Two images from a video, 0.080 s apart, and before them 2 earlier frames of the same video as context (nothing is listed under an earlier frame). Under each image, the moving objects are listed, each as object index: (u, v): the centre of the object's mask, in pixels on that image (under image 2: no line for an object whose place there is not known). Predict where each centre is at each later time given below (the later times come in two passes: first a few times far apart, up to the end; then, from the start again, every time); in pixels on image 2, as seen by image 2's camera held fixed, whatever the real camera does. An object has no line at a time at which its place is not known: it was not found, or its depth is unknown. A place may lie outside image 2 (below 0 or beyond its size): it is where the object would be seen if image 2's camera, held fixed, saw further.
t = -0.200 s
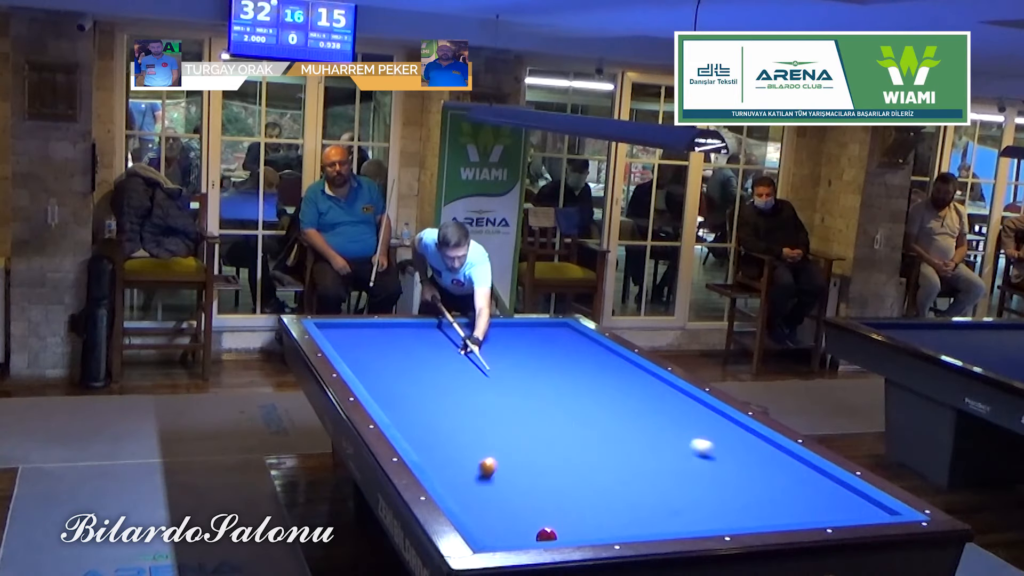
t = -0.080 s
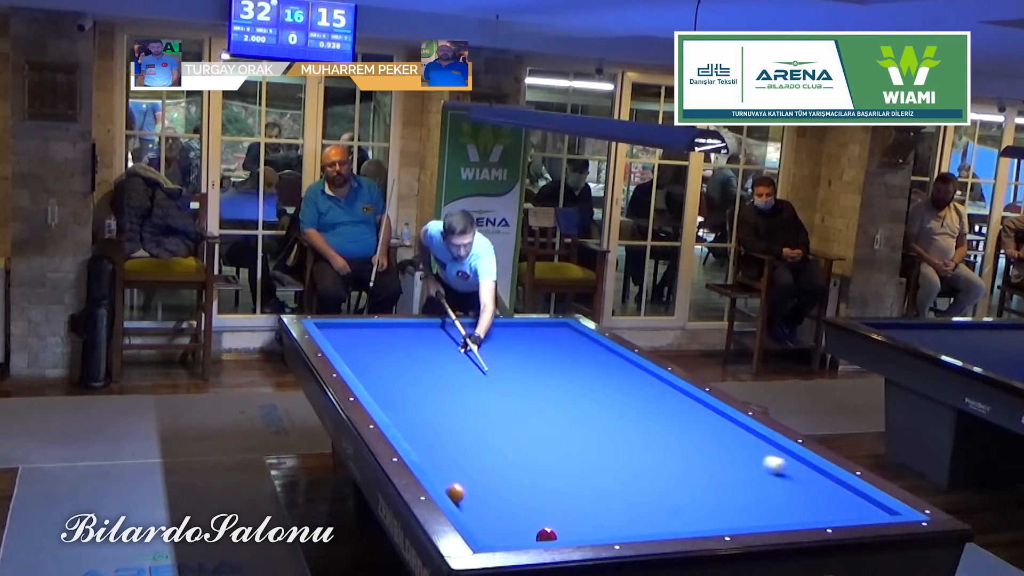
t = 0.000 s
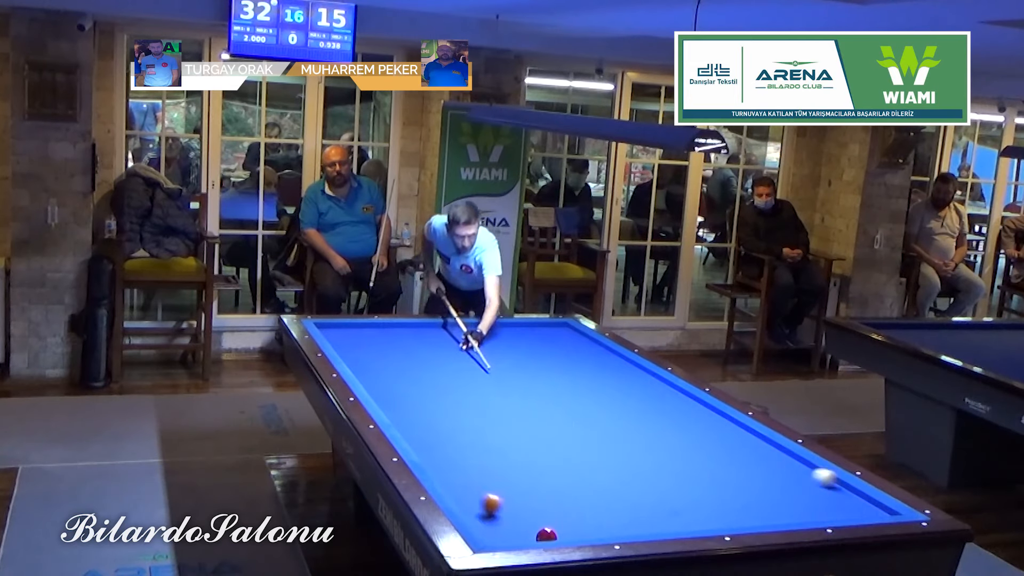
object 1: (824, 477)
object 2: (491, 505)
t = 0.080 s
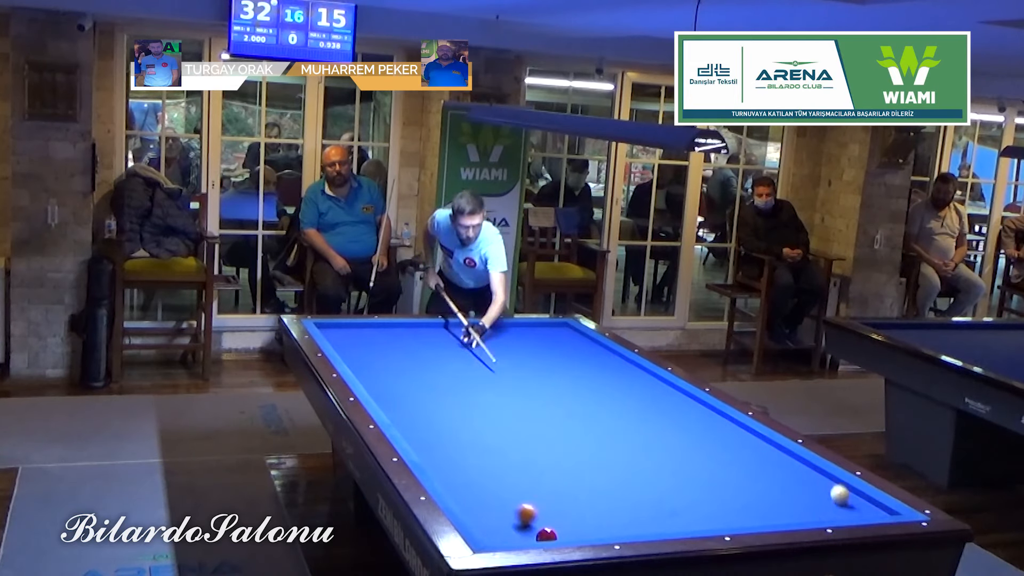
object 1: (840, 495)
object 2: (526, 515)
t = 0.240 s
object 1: (803, 504)
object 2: (590, 532)
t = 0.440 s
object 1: (696, 477)
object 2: (624, 511)
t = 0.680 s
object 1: (594, 455)
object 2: (661, 489)
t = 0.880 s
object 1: (516, 437)
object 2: (689, 472)
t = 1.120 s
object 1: (430, 419)
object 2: (719, 454)
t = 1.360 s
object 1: (401, 400)
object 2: (745, 439)
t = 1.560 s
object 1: (418, 386)
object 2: (728, 428)
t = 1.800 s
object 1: (435, 370)
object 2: (682, 417)
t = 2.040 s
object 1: (451, 356)
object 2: (638, 406)
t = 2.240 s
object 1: (462, 346)
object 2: (604, 398)
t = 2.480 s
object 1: (475, 335)
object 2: (566, 389)
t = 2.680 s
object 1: (484, 326)
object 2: (535, 382)
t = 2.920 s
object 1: (512, 327)
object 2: (500, 374)
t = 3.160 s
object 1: (548, 333)
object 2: (467, 366)
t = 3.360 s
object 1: (578, 338)
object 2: (441, 359)
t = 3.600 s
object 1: (589, 344)
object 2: (412, 352)
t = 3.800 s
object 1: (584, 348)
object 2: (388, 347)
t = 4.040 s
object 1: (578, 355)
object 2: (361, 340)
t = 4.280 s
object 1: (572, 362)
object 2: (335, 334)
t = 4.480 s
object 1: (567, 367)
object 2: (328, 330)
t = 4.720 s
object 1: (560, 374)
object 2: (334, 326)
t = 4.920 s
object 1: (554, 381)
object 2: (340, 325)
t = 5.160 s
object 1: (547, 388)
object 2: (349, 327)
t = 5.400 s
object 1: (540, 396)
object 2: (357, 329)
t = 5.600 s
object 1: (534, 403)
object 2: (364, 331)
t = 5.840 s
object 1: (526, 412)
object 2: (372, 333)
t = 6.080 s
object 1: (519, 420)
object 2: (379, 335)
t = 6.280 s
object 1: (511, 428)
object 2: (385, 337)
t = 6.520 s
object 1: (503, 437)
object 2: (393, 339)
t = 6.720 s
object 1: (496, 446)
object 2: (398, 340)
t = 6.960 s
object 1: (486, 455)
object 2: (404, 342)
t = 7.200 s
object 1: (477, 466)
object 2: (411, 344)
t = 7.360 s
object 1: (470, 473)
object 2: (414, 345)
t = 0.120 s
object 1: (843, 504)
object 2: (542, 519)
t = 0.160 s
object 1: (847, 512)
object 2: (559, 525)
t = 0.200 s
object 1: (828, 510)
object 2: (575, 529)
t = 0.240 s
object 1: (803, 504)
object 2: (590, 532)
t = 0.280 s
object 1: (779, 498)
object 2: (597, 528)
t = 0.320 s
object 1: (757, 492)
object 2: (603, 524)
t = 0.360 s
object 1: (735, 487)
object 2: (610, 520)
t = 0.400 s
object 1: (715, 482)
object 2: (617, 516)
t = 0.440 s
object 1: (696, 477)
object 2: (624, 511)
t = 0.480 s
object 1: (678, 474)
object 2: (630, 508)
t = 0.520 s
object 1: (661, 470)
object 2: (637, 504)
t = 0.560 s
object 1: (644, 466)
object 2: (643, 500)
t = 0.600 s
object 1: (627, 462)
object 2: (649, 496)
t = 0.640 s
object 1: (610, 458)
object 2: (655, 492)
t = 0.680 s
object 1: (594, 455)
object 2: (661, 489)
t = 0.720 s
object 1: (578, 451)
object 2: (667, 485)
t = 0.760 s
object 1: (562, 448)
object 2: (673, 482)
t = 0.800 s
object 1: (547, 444)
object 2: (678, 478)
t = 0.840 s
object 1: (532, 441)
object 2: (684, 475)
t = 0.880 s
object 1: (516, 437)
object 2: (689, 472)
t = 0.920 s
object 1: (501, 434)
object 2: (694, 469)
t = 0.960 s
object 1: (486, 431)
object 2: (699, 466)
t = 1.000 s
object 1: (472, 428)
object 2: (704, 463)
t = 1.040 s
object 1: (457, 425)
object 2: (709, 460)
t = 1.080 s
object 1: (443, 422)
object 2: (714, 457)
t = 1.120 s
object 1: (430, 419)
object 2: (719, 454)
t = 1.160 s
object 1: (416, 416)
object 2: (723, 452)
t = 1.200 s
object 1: (402, 413)
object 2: (728, 449)
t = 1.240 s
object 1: (390, 409)
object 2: (732, 446)
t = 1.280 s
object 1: (391, 407)
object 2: (736, 444)
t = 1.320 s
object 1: (397, 403)
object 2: (741, 441)
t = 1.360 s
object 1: (401, 400)
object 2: (745, 439)
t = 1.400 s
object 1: (405, 397)
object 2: (749, 436)
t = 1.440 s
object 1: (408, 394)
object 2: (753, 434)
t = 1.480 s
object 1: (412, 391)
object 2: (746, 432)
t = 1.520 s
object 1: (415, 388)
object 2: (736, 430)
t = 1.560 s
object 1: (418, 386)
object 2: (728, 428)
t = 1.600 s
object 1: (421, 383)
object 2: (720, 426)
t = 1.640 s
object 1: (424, 380)
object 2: (712, 424)
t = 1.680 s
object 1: (427, 378)
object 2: (704, 422)
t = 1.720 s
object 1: (430, 375)
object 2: (697, 420)
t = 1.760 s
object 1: (433, 372)
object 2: (689, 419)
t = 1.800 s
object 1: (435, 370)
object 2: (682, 417)
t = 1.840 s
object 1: (438, 368)
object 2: (674, 415)
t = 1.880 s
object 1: (441, 365)
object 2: (667, 413)
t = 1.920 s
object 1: (443, 363)
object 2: (659, 411)
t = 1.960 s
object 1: (446, 361)
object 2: (652, 410)
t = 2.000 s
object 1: (448, 359)
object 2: (645, 408)
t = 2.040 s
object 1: (451, 356)
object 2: (638, 406)
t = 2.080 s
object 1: (453, 354)
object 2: (631, 405)
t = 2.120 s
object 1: (455, 352)
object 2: (624, 403)
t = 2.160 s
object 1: (458, 350)
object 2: (617, 401)
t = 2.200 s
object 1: (460, 348)
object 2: (611, 400)
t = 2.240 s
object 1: (462, 346)
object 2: (604, 398)
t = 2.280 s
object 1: (464, 344)
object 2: (598, 397)
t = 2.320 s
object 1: (466, 342)
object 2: (591, 395)
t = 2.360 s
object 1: (469, 340)
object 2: (585, 394)
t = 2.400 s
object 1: (471, 338)
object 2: (578, 392)
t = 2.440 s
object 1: (473, 337)
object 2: (572, 391)
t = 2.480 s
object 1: (475, 335)
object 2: (566, 389)
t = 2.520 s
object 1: (476, 333)
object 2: (559, 387)
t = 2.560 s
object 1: (478, 332)
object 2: (553, 386)
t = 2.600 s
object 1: (480, 330)
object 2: (547, 385)
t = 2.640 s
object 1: (482, 328)
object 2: (541, 383)
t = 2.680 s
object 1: (484, 326)
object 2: (535, 382)
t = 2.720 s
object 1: (486, 325)
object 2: (529, 380)
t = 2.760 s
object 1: (487, 323)
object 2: (523, 379)
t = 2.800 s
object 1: (493, 324)
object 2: (517, 378)
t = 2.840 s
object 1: (500, 325)
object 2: (512, 376)
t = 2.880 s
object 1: (506, 326)
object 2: (506, 375)
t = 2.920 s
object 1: (512, 327)
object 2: (500, 374)
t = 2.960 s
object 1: (518, 328)
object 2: (495, 372)
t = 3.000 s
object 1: (524, 329)
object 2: (489, 371)
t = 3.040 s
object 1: (530, 330)
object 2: (484, 370)
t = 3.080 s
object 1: (536, 331)
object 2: (478, 368)
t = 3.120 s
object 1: (542, 332)
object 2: (473, 367)
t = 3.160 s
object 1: (548, 333)
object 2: (467, 366)
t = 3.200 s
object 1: (554, 334)
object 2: (462, 364)
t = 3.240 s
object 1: (560, 335)
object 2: (457, 363)
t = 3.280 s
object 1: (566, 336)
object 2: (452, 362)
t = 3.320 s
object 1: (572, 337)
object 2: (446, 361)
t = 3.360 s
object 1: (578, 338)
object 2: (441, 359)
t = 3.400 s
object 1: (584, 338)
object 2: (436, 358)
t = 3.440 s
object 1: (590, 340)
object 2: (431, 357)
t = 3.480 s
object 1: (592, 340)
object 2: (426, 356)
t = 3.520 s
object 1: (590, 341)
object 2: (421, 355)
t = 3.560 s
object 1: (589, 342)
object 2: (416, 354)
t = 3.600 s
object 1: (589, 344)
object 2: (412, 352)
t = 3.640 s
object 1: (588, 344)
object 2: (407, 351)
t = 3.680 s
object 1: (587, 346)
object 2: (402, 350)
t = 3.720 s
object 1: (586, 346)
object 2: (397, 349)
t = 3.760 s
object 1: (585, 348)
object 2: (392, 348)
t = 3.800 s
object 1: (584, 348)
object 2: (388, 347)
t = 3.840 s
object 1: (583, 350)
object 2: (383, 346)
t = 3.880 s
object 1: (582, 351)
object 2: (379, 345)
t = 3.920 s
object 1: (581, 352)
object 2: (374, 344)
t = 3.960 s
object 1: (580, 353)
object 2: (370, 343)
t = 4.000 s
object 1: (579, 354)
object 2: (365, 341)
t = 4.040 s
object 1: (578, 355)
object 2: (361, 340)
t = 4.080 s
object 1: (577, 356)
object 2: (357, 340)
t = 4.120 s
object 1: (576, 357)
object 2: (352, 338)
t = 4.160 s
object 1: (575, 358)
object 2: (348, 337)
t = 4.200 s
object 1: (574, 359)
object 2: (344, 336)
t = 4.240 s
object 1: (573, 360)
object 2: (339, 335)
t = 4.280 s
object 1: (572, 362)
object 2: (335, 334)
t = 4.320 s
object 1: (571, 363)
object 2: (331, 333)
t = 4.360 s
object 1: (570, 364)
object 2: (327, 332)
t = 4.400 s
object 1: (569, 365)
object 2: (326, 331)
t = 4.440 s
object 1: (568, 366)
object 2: (327, 331)
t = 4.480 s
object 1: (567, 367)
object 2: (328, 330)
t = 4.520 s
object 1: (565, 369)
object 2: (329, 329)
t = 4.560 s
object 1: (564, 370)
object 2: (330, 328)
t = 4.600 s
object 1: (563, 371)
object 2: (331, 328)
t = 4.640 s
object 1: (562, 372)
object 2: (332, 327)
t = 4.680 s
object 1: (561, 373)
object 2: (333, 327)
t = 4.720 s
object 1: (560, 374)
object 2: (334, 326)
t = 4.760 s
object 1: (559, 376)
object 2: (335, 325)
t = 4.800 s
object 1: (558, 377)
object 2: (336, 324)
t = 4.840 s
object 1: (556, 378)
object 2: (337, 324)
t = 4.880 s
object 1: (555, 379)
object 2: (339, 324)
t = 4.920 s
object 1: (554, 381)
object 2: (340, 325)
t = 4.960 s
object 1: (553, 382)
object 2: (342, 325)
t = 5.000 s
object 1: (552, 383)
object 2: (343, 325)
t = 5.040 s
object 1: (551, 385)
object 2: (345, 326)
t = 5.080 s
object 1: (550, 386)
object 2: (346, 326)
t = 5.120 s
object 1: (548, 387)
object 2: (347, 327)
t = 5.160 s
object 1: (547, 388)
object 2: (349, 327)
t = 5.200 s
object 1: (546, 390)
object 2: (350, 327)
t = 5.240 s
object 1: (545, 391)
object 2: (352, 328)
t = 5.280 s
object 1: (544, 392)
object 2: (353, 328)
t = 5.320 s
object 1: (542, 393)
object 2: (354, 329)
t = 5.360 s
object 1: (541, 395)
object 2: (356, 329)
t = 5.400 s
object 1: (540, 396)
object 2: (357, 329)
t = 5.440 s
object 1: (539, 397)
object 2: (359, 330)
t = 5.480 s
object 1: (538, 399)
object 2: (360, 330)
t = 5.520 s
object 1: (536, 400)
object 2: (361, 330)
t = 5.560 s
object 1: (535, 401)
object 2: (363, 330)
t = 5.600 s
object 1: (534, 403)
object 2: (364, 331)
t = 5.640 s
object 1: (533, 404)
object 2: (365, 331)
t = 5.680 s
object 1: (532, 406)
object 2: (366, 332)
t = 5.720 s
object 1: (530, 407)
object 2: (368, 332)
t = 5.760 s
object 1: (529, 409)
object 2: (369, 333)
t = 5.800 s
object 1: (528, 410)
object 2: (371, 333)
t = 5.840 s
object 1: (526, 412)
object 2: (372, 333)
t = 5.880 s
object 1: (525, 413)
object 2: (373, 333)
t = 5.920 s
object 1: (524, 414)
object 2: (374, 334)
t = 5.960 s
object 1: (522, 416)
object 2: (376, 334)
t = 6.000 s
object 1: (521, 417)
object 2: (377, 334)
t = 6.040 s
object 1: (520, 419)
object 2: (378, 335)
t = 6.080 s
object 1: (519, 420)
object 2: (379, 335)
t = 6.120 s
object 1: (517, 422)
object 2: (381, 336)
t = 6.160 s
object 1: (516, 423)
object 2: (382, 336)
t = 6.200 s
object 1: (514, 425)
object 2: (383, 336)
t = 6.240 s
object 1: (513, 426)
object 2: (384, 337)
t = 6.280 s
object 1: (511, 428)
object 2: (385, 337)
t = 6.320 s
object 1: (510, 429)
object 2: (387, 337)
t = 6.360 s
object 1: (509, 431)
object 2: (388, 337)
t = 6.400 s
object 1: (507, 433)
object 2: (389, 338)
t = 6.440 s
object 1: (506, 434)
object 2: (390, 338)
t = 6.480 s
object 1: (504, 436)
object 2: (391, 339)
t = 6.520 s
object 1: (503, 437)
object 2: (393, 339)
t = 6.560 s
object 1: (501, 439)
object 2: (394, 339)
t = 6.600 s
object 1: (500, 440)
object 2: (395, 339)
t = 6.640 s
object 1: (499, 442)
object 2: (396, 340)
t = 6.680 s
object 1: (497, 444)
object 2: (397, 340)
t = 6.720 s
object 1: (496, 446)
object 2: (398, 340)
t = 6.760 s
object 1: (494, 447)
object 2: (399, 341)
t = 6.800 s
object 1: (493, 449)
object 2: (400, 341)
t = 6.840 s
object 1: (491, 450)
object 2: (401, 341)
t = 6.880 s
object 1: (489, 452)
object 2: (402, 341)
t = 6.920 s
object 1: (488, 454)
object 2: (403, 342)
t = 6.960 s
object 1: (486, 455)
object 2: (404, 342)
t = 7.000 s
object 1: (485, 457)
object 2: (405, 342)
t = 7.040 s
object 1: (483, 459)
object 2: (406, 342)
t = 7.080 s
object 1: (482, 461)
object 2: (407, 343)
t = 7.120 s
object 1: (480, 463)
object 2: (408, 343)
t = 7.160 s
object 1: (479, 464)
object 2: (409, 343)
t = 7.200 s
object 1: (477, 466)
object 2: (411, 344)
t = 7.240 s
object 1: (475, 468)
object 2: (411, 344)
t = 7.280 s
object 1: (474, 470)
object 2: (412, 345)
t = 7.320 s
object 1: (472, 472)
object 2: (413, 345)
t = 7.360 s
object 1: (470, 473)
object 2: (414, 345)
